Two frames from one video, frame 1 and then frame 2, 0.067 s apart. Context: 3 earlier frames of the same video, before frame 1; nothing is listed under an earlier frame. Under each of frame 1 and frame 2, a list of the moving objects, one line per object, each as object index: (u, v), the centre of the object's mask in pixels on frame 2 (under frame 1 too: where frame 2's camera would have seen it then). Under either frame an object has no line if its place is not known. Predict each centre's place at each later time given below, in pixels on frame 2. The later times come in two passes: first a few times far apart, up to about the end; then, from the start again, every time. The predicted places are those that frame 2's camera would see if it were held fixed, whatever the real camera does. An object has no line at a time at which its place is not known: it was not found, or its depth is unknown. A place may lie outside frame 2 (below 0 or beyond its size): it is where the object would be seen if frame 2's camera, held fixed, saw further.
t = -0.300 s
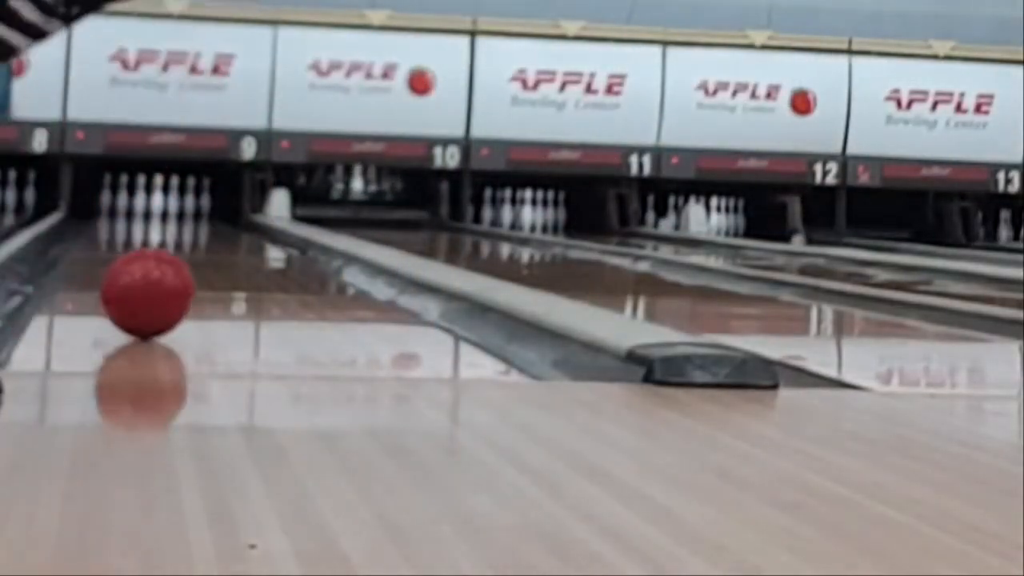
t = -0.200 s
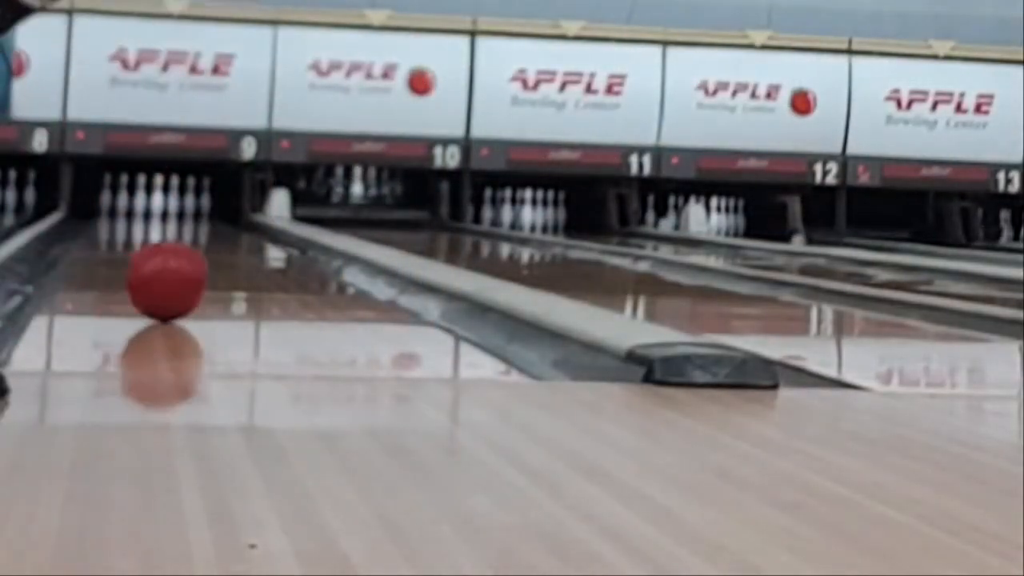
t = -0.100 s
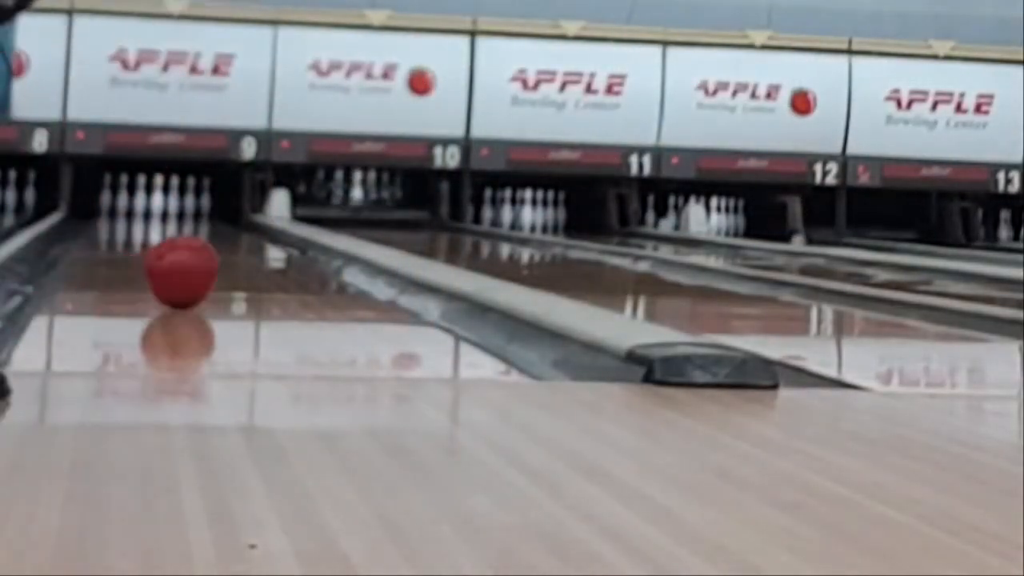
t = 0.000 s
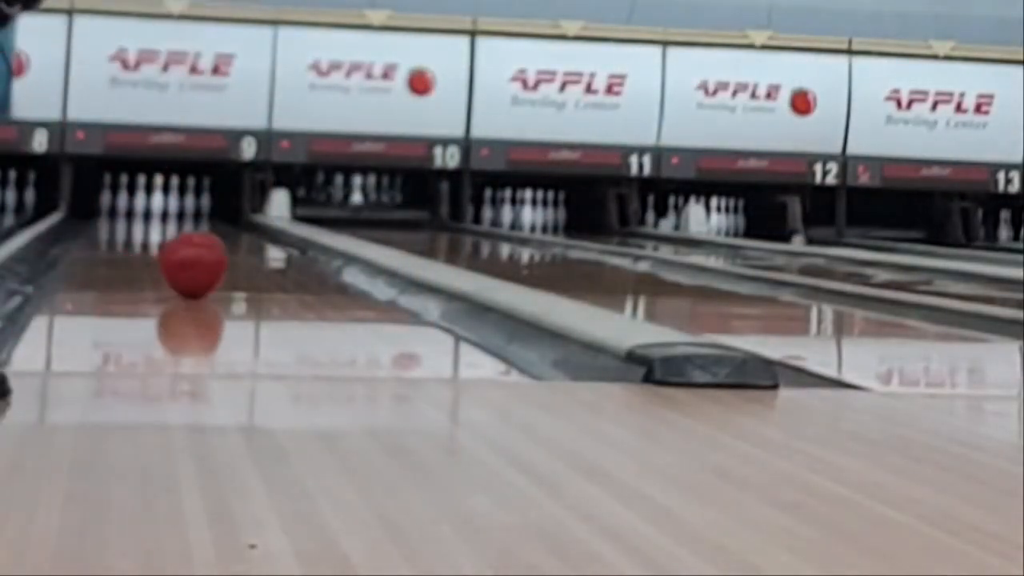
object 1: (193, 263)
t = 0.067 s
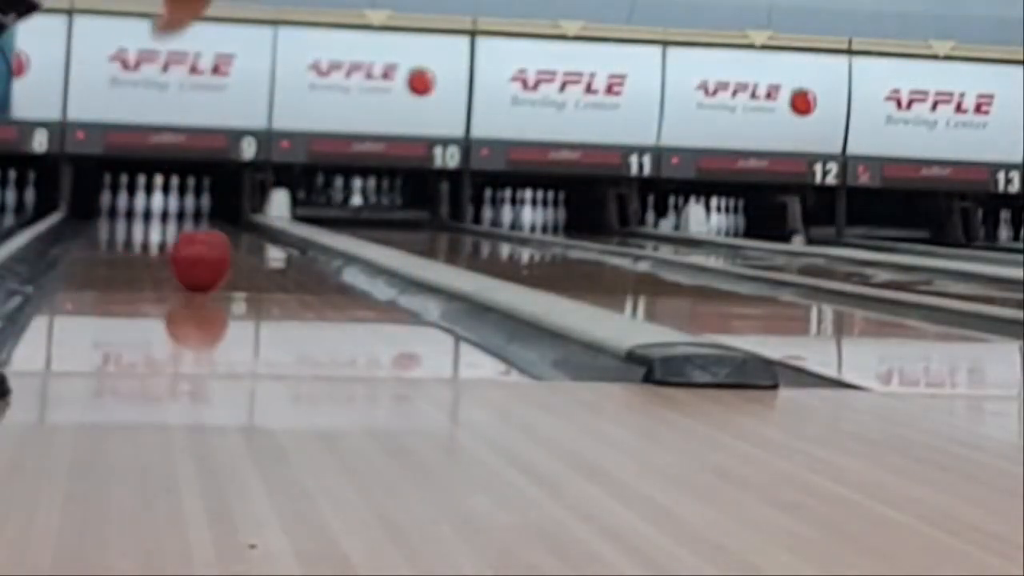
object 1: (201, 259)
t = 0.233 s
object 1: (214, 251)
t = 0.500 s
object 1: (229, 239)
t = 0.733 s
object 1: (236, 233)
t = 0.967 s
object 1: (241, 228)
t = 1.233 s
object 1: (243, 222)
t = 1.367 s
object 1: (242, 219)
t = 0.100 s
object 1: (204, 257)
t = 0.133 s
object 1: (207, 255)
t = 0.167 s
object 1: (209, 253)
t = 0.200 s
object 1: (212, 252)
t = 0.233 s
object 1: (214, 251)
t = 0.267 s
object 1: (217, 249)
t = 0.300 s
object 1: (218, 247)
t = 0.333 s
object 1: (220, 246)
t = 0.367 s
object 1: (221, 244)
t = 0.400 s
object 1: (222, 243)
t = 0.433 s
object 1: (227, 242)
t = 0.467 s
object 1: (228, 241)
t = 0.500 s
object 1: (229, 239)
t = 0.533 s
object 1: (231, 238)
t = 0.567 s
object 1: (231, 237)
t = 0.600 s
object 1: (233, 235)
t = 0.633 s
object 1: (234, 235)
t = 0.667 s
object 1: (235, 234)
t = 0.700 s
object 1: (236, 233)
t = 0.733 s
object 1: (236, 233)
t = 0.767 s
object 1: (237, 232)
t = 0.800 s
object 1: (238, 231)
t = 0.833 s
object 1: (238, 230)
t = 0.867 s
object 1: (240, 229)
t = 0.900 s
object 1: (241, 228)
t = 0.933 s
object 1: (241, 228)
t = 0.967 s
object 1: (241, 228)
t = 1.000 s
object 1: (242, 227)
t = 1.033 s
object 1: (242, 226)
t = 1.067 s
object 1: (242, 226)
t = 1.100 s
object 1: (243, 226)
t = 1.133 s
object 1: (243, 226)
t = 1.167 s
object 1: (243, 224)
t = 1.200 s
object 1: (243, 223)
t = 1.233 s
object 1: (243, 222)
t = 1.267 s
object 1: (243, 221)
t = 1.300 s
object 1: (242, 222)
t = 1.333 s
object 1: (242, 220)
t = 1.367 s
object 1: (242, 219)
